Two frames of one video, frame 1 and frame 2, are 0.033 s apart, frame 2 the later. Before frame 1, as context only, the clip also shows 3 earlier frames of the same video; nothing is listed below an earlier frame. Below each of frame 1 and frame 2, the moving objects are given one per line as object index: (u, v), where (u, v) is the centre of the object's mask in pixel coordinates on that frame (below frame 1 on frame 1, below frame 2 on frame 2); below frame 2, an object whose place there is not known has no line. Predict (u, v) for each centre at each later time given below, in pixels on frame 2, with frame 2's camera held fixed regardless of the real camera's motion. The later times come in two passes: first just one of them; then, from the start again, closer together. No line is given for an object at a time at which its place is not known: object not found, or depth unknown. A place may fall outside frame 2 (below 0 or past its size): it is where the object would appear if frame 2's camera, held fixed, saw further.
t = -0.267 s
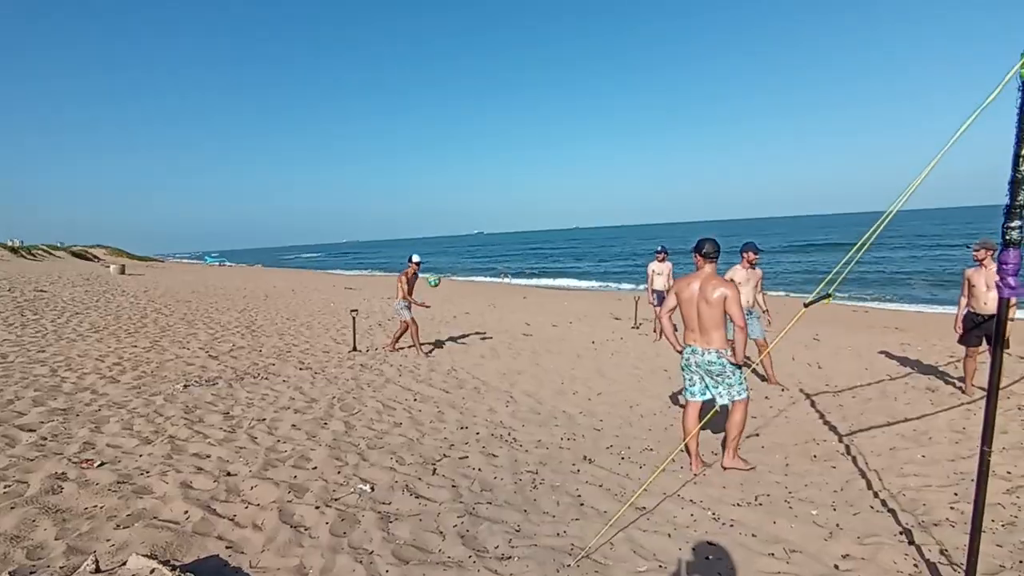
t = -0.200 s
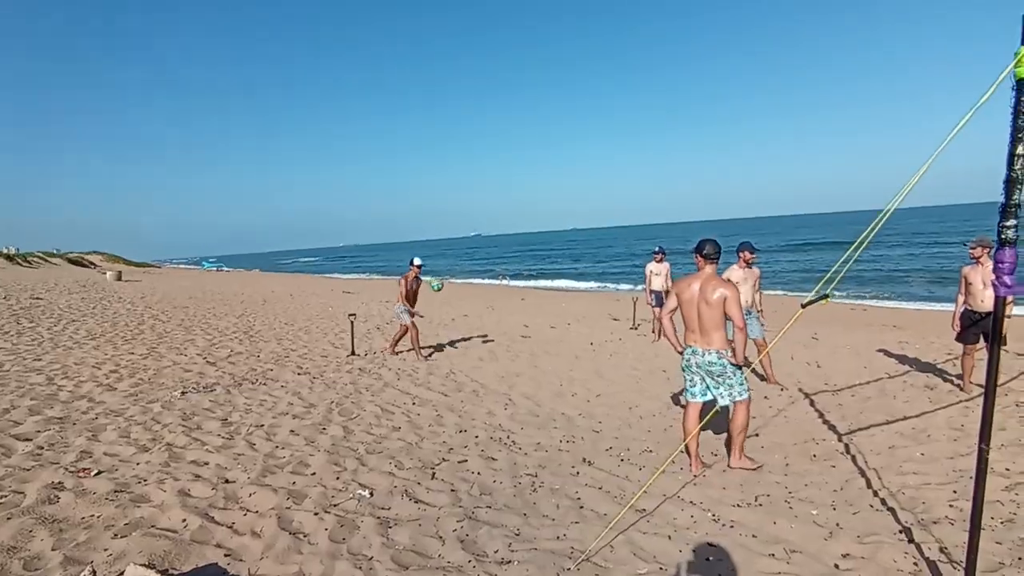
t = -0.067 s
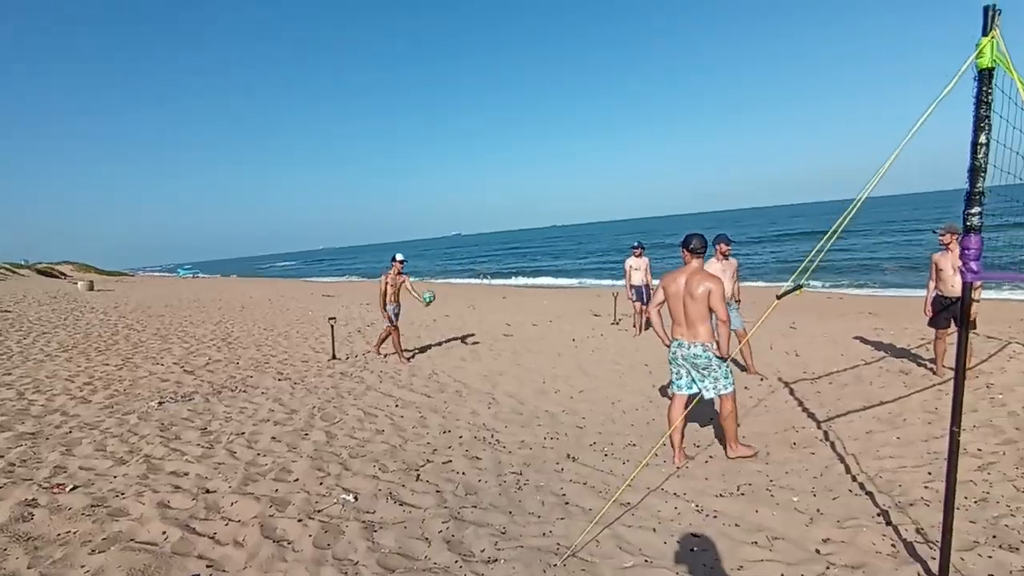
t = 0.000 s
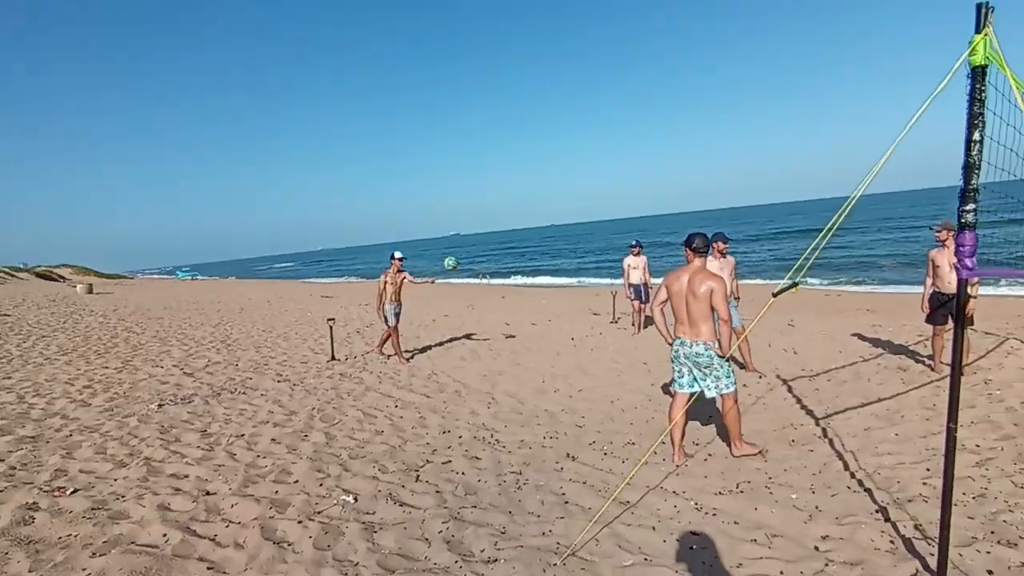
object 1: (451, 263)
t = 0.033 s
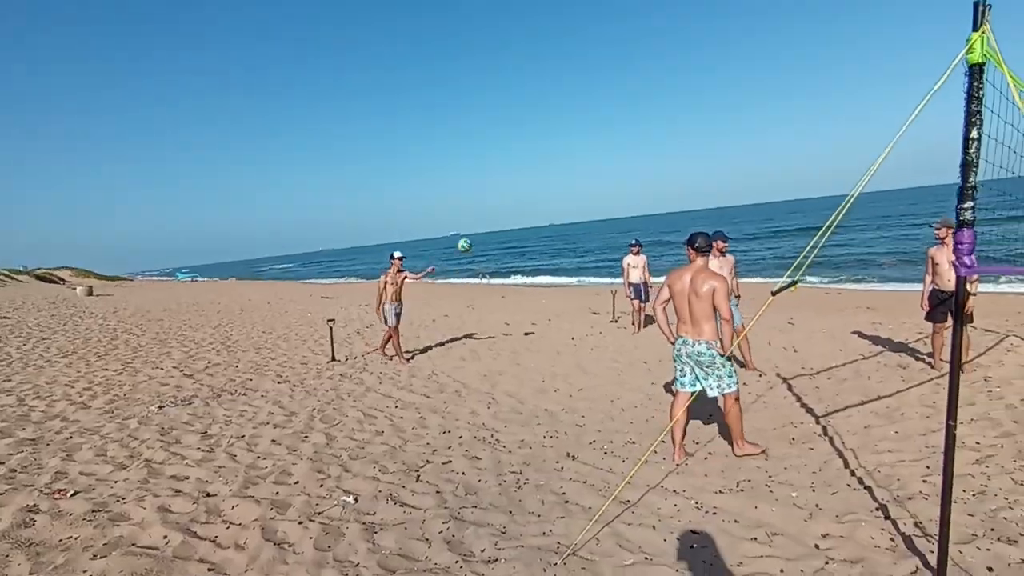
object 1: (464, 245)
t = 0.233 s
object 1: (558, 135)
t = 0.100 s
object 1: (493, 208)
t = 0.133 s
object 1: (509, 190)
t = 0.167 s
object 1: (525, 172)
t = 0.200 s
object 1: (541, 154)
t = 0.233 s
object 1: (558, 135)
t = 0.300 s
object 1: (595, 100)
